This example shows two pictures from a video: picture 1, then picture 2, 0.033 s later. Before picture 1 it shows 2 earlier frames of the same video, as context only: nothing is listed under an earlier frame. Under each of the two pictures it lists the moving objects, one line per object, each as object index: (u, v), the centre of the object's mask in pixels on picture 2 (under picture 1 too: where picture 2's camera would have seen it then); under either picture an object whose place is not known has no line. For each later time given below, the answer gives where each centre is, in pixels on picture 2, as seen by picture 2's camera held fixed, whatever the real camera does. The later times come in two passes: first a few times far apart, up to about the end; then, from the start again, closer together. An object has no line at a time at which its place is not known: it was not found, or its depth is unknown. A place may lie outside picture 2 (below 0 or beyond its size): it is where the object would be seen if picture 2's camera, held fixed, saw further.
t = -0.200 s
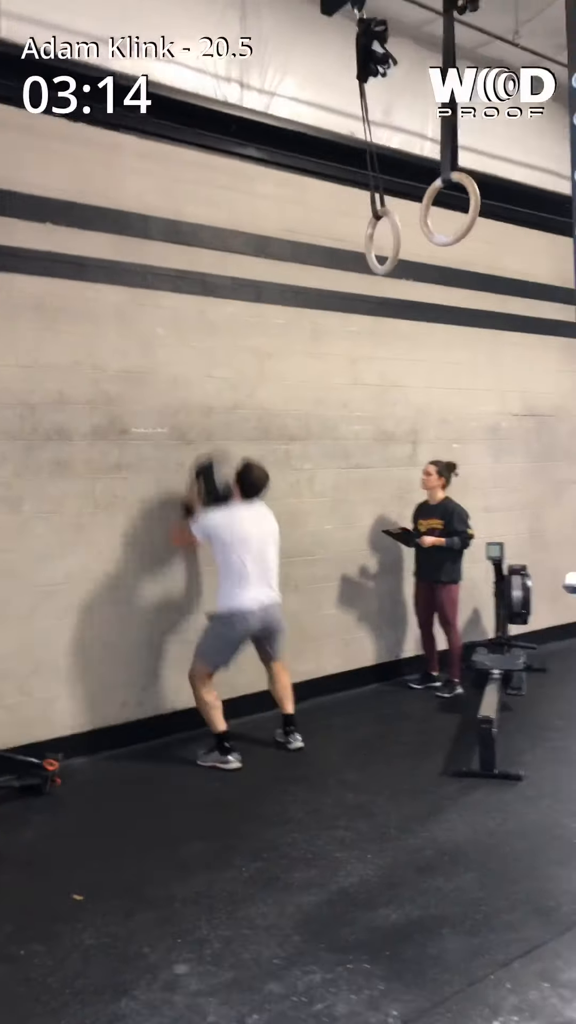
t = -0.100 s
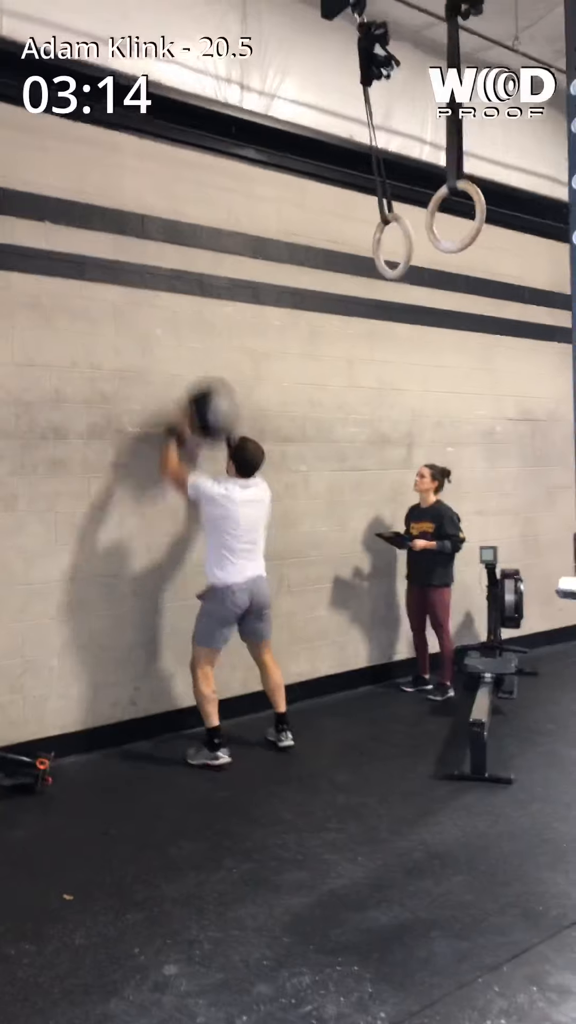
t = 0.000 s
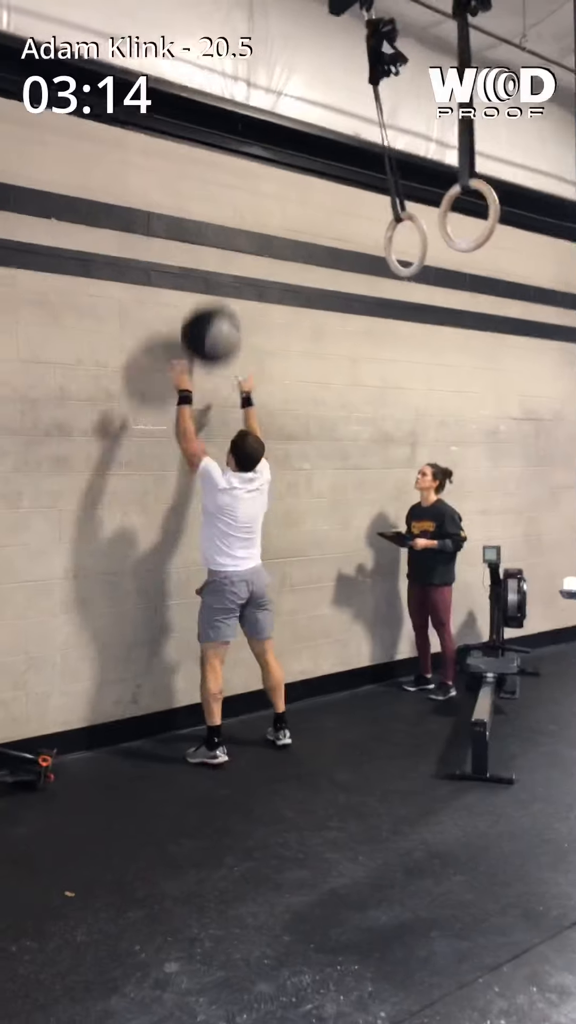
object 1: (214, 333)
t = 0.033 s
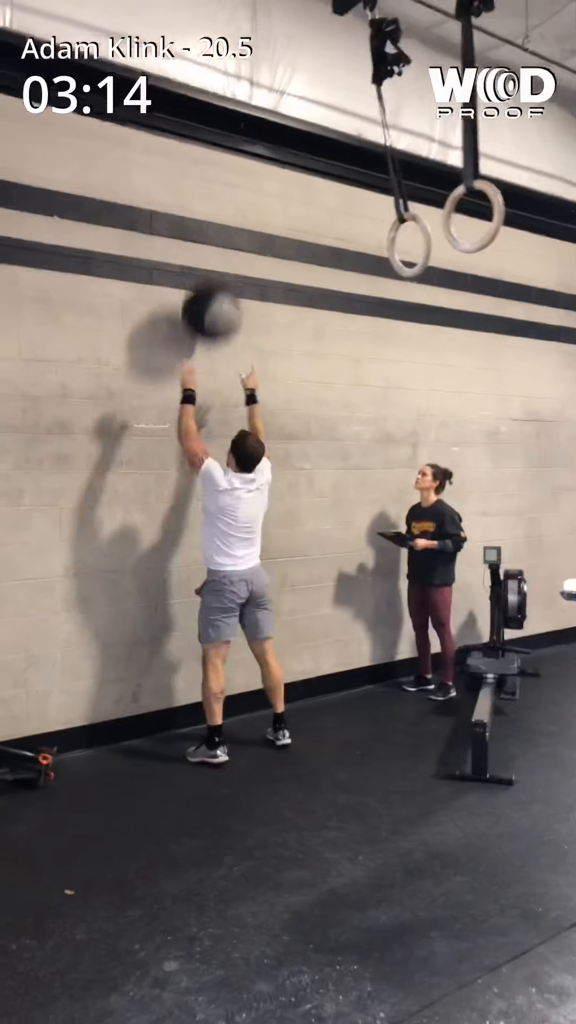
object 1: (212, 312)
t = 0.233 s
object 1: (207, 214)
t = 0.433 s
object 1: (207, 199)
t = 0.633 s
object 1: (210, 241)
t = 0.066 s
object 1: (211, 292)
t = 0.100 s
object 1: (210, 261)
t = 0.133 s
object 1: (209, 245)
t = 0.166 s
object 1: (208, 232)
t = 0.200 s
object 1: (208, 221)
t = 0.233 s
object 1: (207, 214)
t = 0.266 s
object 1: (206, 207)
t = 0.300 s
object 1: (206, 201)
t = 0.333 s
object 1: (206, 199)
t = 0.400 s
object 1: (206, 198)
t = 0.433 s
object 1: (207, 199)
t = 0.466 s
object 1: (207, 202)
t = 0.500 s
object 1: (208, 206)
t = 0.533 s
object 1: (208, 212)
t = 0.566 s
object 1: (209, 218)
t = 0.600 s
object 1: (210, 230)
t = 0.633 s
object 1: (210, 241)
